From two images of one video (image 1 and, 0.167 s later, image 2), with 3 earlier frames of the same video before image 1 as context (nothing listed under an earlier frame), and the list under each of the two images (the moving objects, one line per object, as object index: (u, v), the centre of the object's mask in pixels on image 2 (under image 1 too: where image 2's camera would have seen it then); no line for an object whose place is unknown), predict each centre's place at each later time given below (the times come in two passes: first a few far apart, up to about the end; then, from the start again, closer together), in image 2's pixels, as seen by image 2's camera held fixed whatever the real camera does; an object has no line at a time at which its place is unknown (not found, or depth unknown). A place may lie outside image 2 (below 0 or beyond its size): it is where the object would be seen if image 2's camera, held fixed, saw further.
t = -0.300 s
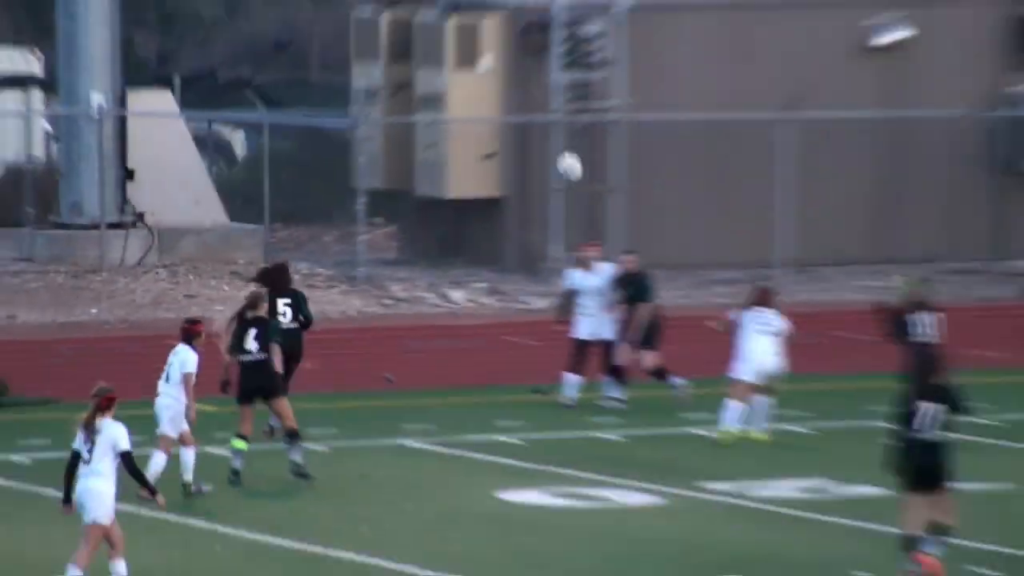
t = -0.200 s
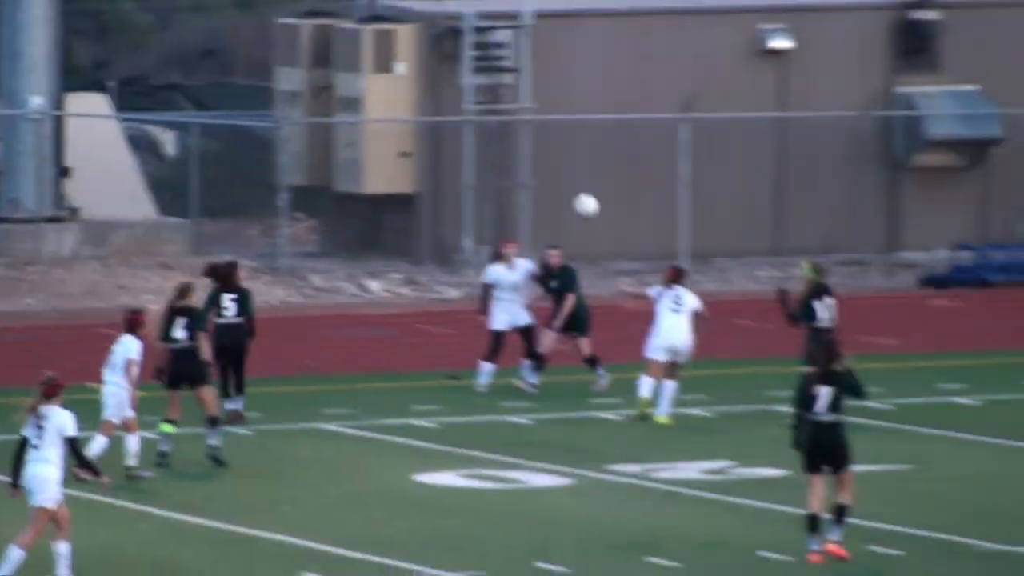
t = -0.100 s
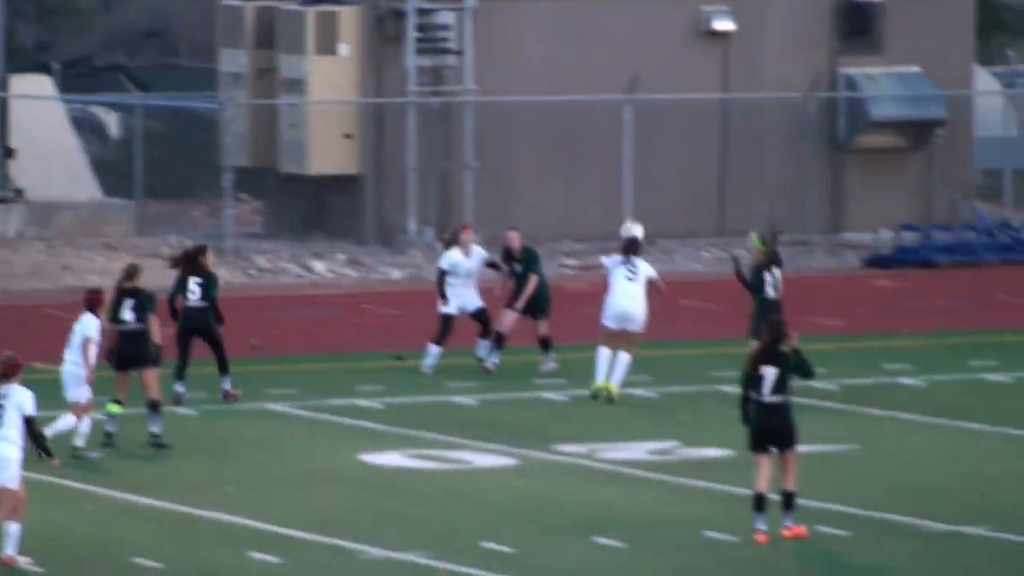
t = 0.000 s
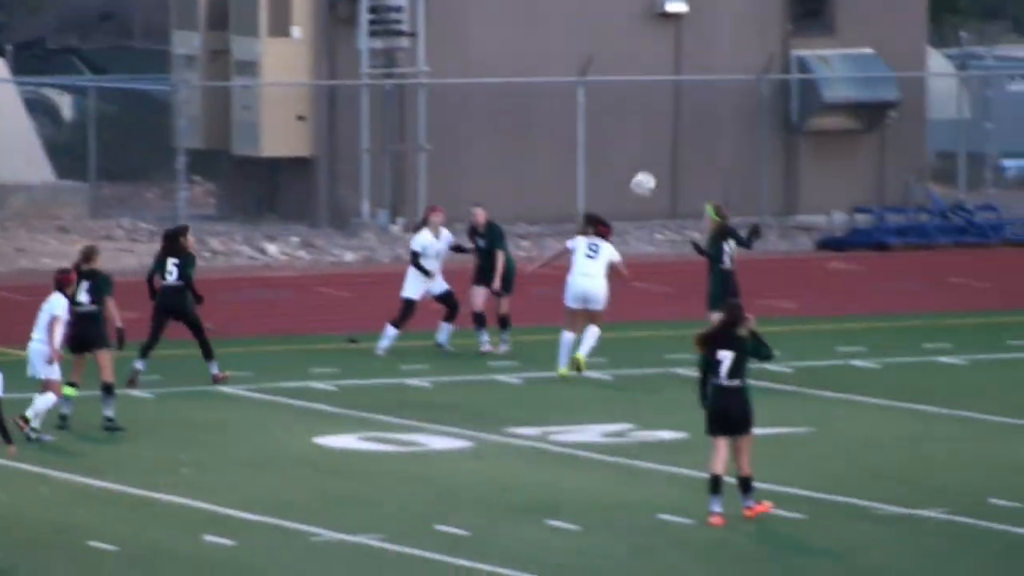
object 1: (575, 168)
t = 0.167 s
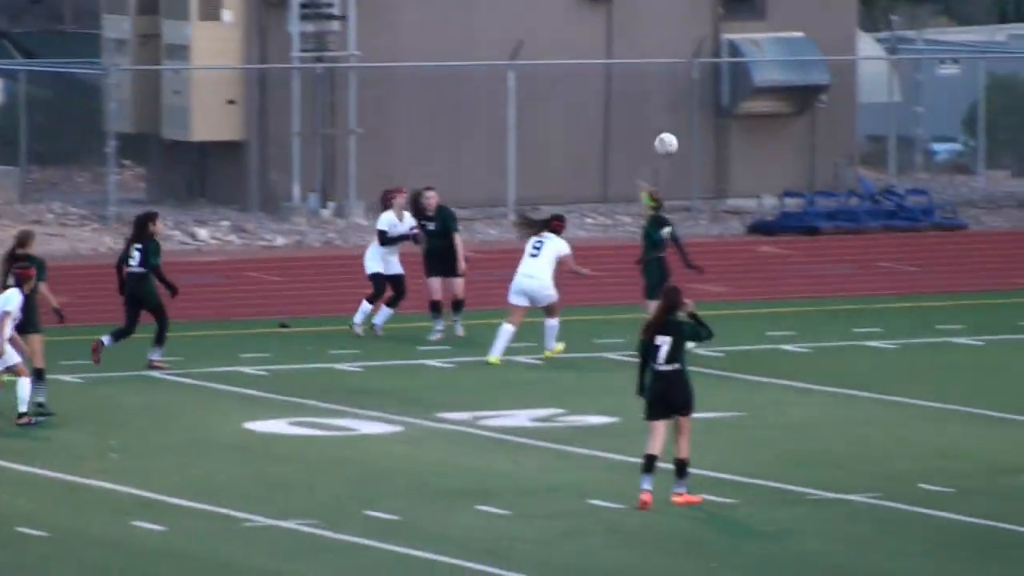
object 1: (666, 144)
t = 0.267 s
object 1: (719, 144)
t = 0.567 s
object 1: (871, 208)
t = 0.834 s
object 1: (996, 285)
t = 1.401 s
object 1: (1194, 199)
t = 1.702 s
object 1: (1287, 294)
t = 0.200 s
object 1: (684, 143)
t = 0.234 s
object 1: (701, 143)
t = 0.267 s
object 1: (719, 144)
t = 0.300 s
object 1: (736, 147)
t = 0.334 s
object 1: (754, 151)
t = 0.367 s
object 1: (771, 156)
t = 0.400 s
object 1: (788, 162)
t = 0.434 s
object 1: (805, 169)
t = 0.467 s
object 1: (822, 177)
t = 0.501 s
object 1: (838, 186)
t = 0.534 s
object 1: (855, 196)
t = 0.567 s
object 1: (871, 208)
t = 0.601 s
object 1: (888, 221)
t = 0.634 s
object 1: (905, 234)
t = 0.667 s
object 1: (922, 249)
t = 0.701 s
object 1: (937, 265)
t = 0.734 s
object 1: (955, 282)
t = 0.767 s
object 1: (970, 300)
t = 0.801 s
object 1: (985, 301)
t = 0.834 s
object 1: (996, 285)
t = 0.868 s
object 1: (1008, 269)
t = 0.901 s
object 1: (1020, 256)
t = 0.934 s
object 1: (1034, 243)
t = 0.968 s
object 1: (1045, 232)
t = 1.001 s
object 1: (1057, 222)
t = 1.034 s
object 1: (1069, 213)
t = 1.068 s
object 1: (1082, 205)
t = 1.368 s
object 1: (1185, 193)
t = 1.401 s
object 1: (1194, 199)
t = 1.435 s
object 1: (1205, 205)
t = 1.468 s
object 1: (1214, 213)
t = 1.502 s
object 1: (1224, 221)
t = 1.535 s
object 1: (1234, 232)
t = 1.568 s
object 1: (1244, 243)
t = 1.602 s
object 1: (1254, 255)
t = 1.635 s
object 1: (1265, 269)
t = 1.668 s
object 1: (1275, 283)
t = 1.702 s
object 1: (1287, 294)
